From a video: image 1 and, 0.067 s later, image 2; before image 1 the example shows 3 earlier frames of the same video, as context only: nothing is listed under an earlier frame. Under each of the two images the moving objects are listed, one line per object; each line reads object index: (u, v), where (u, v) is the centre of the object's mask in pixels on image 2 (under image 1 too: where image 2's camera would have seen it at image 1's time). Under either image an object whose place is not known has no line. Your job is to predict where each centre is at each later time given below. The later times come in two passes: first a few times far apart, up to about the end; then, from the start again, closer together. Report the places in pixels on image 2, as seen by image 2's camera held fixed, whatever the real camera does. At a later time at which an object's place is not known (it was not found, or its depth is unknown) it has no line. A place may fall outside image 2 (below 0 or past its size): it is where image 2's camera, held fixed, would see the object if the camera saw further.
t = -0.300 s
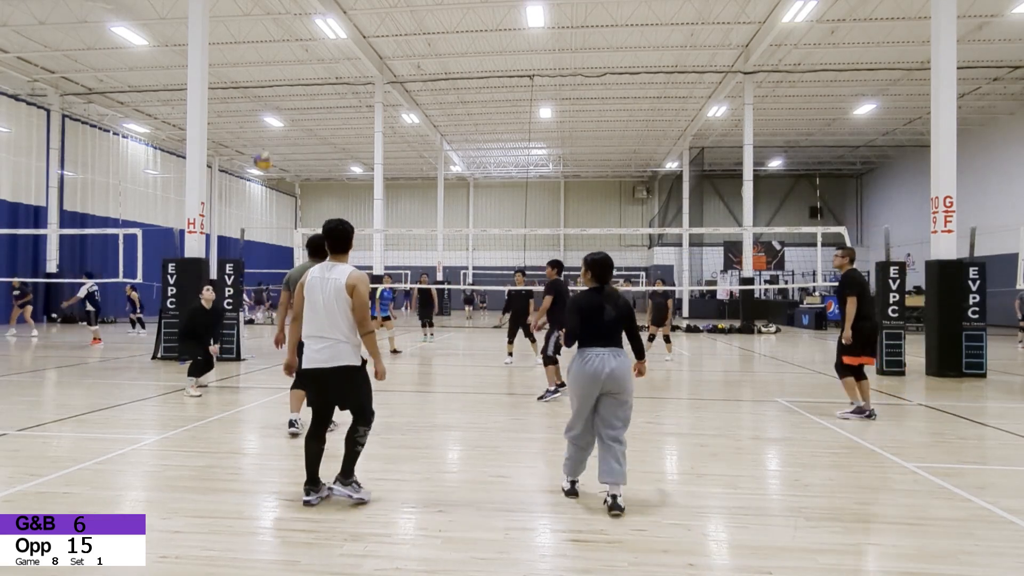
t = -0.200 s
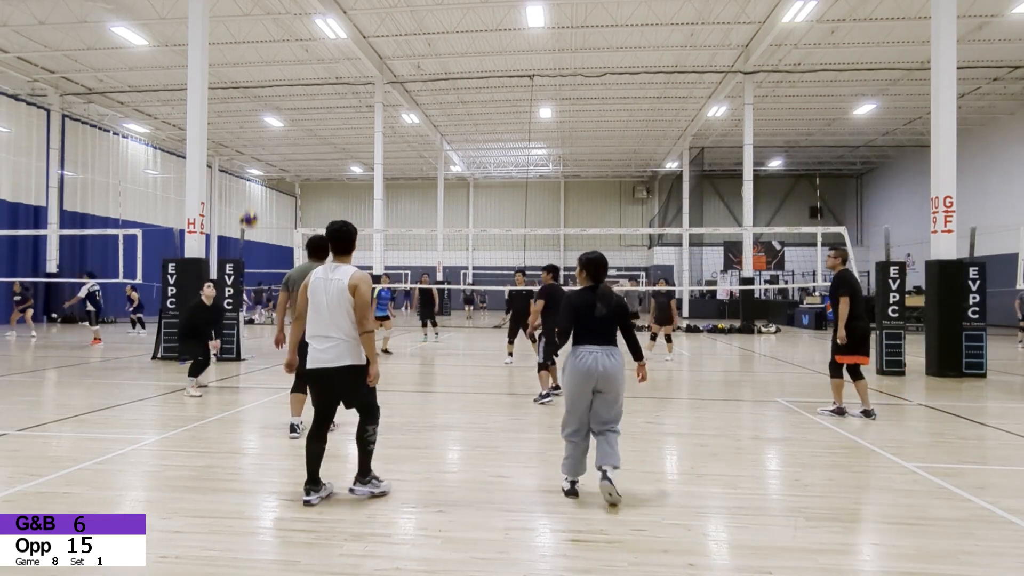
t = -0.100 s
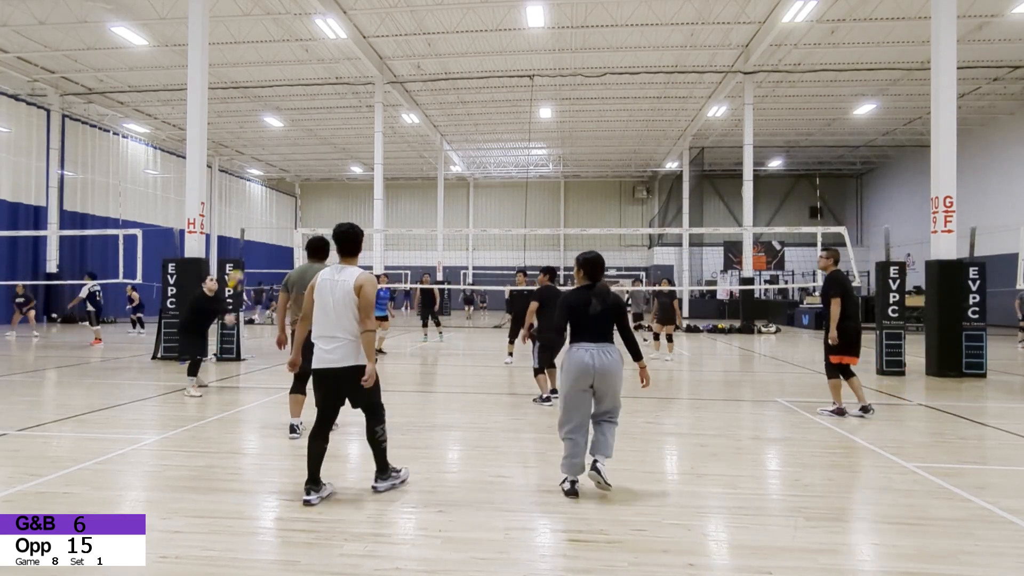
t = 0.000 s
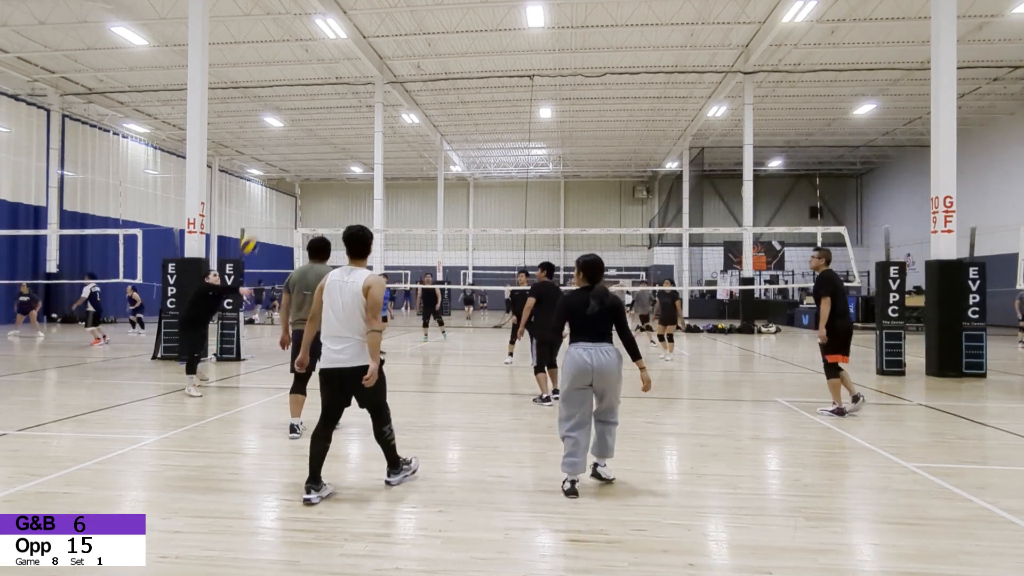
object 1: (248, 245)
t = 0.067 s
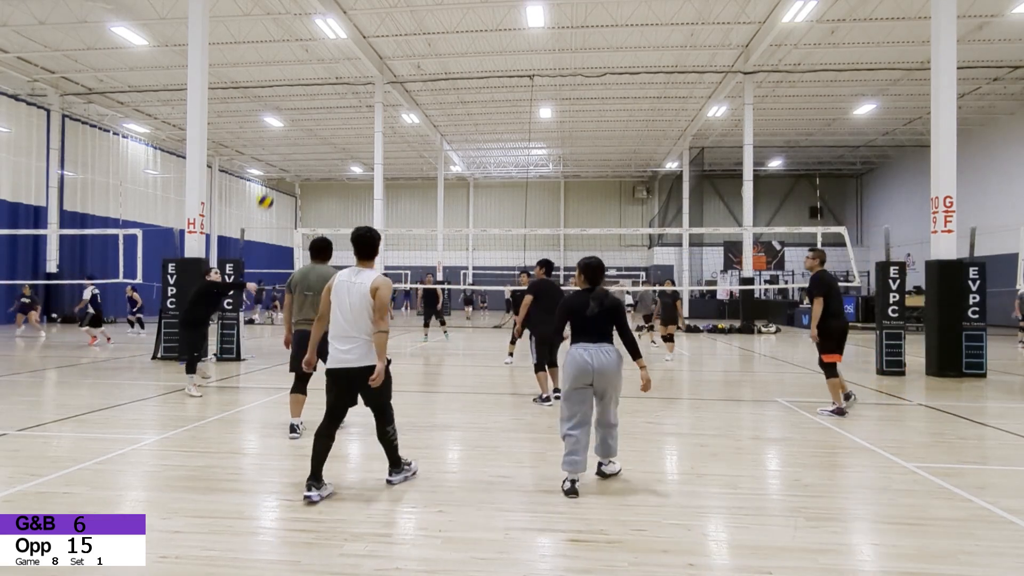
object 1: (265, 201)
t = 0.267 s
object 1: (306, 101)
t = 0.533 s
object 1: (354, 30)
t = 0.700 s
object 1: (380, 15)
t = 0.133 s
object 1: (279, 162)
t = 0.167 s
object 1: (286, 145)
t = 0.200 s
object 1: (293, 129)
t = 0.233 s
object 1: (299, 115)
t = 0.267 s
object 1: (306, 101)
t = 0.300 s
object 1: (312, 89)
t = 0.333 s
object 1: (319, 77)
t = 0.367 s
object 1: (325, 67)
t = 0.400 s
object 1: (331, 59)
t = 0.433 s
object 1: (337, 50)
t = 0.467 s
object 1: (343, 43)
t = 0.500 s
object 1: (348, 36)
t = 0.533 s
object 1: (354, 30)
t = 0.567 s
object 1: (359, 25)
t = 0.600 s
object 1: (364, 22)
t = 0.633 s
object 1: (370, 19)
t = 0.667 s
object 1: (375, 16)
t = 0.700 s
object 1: (380, 15)
